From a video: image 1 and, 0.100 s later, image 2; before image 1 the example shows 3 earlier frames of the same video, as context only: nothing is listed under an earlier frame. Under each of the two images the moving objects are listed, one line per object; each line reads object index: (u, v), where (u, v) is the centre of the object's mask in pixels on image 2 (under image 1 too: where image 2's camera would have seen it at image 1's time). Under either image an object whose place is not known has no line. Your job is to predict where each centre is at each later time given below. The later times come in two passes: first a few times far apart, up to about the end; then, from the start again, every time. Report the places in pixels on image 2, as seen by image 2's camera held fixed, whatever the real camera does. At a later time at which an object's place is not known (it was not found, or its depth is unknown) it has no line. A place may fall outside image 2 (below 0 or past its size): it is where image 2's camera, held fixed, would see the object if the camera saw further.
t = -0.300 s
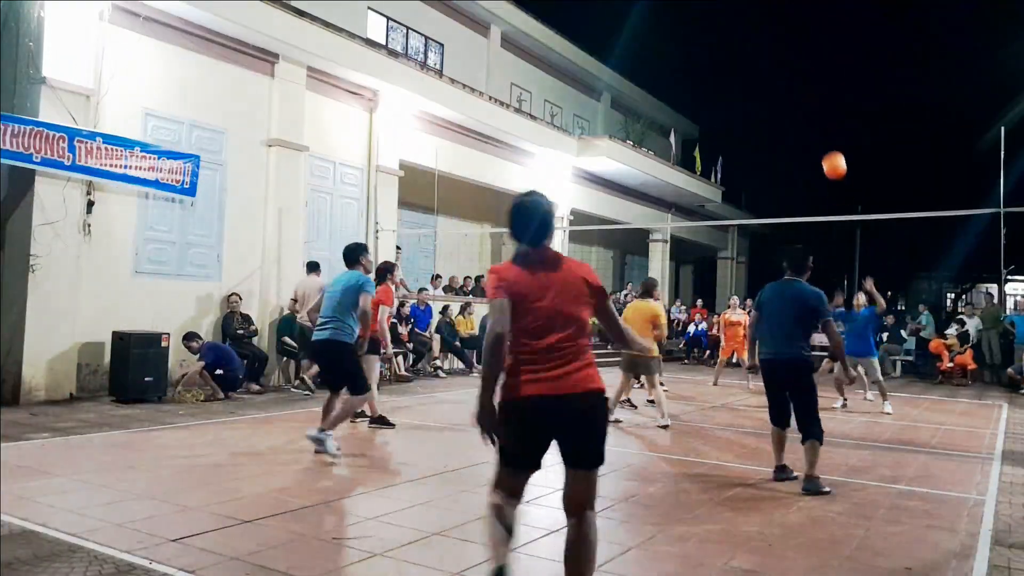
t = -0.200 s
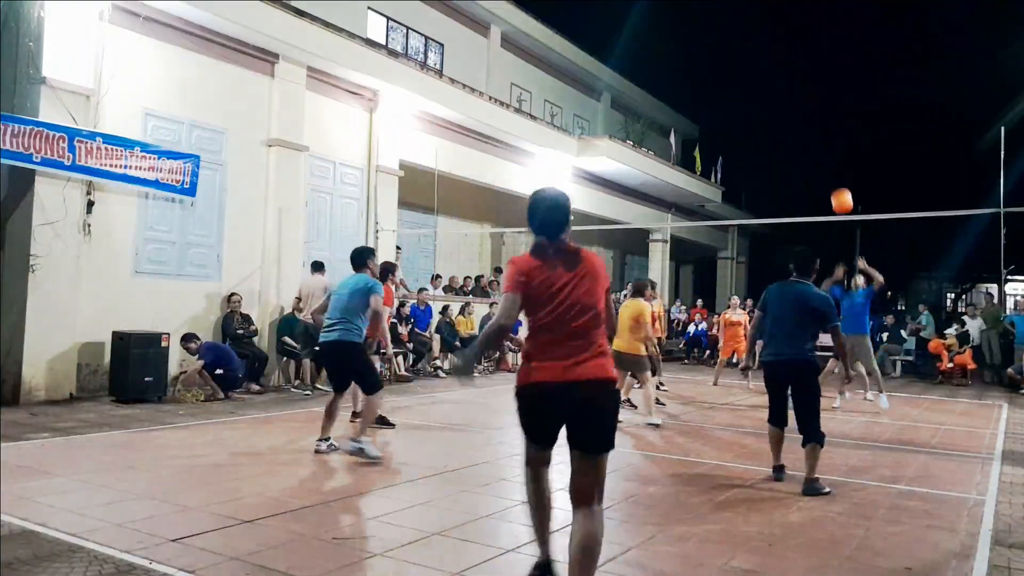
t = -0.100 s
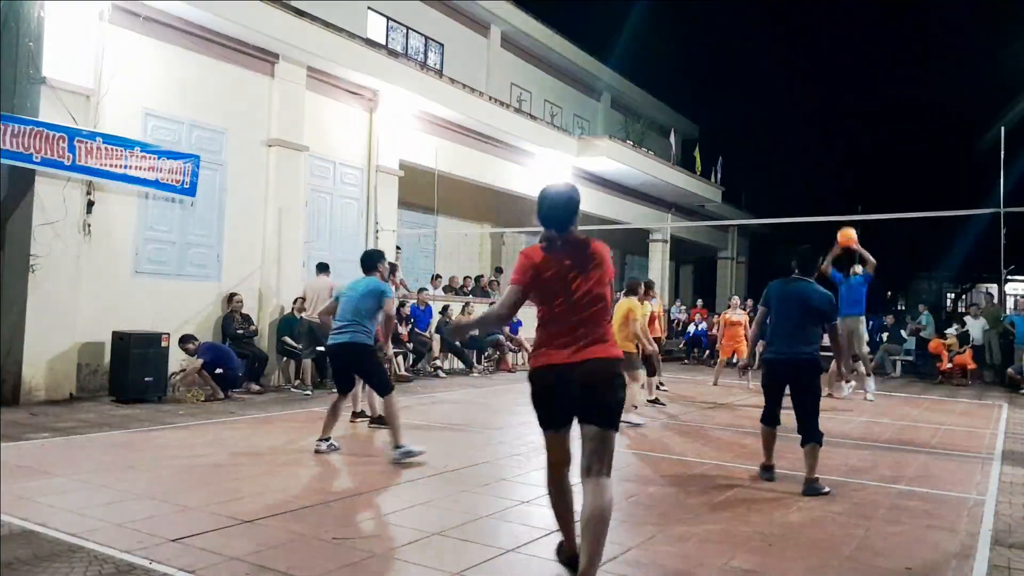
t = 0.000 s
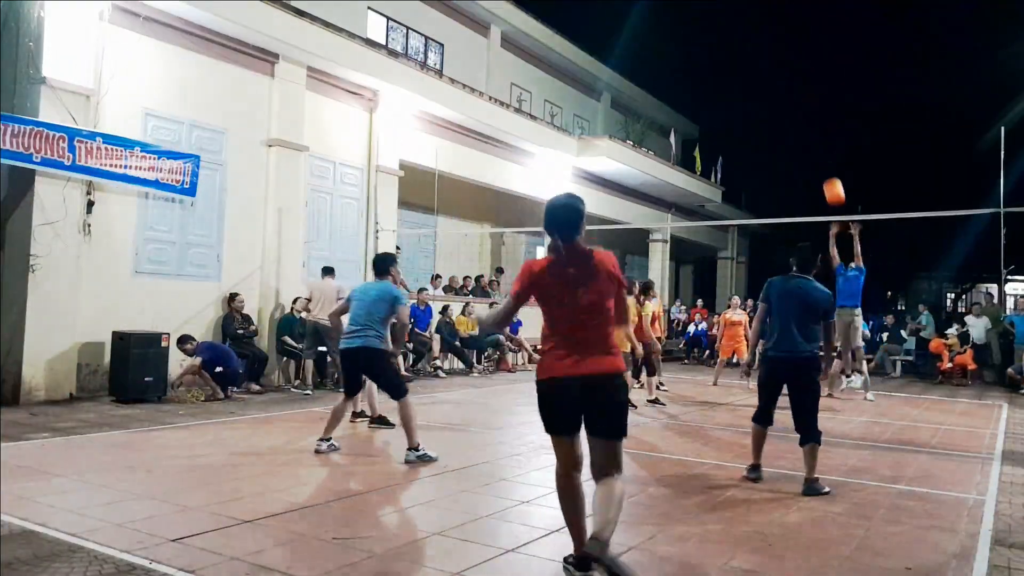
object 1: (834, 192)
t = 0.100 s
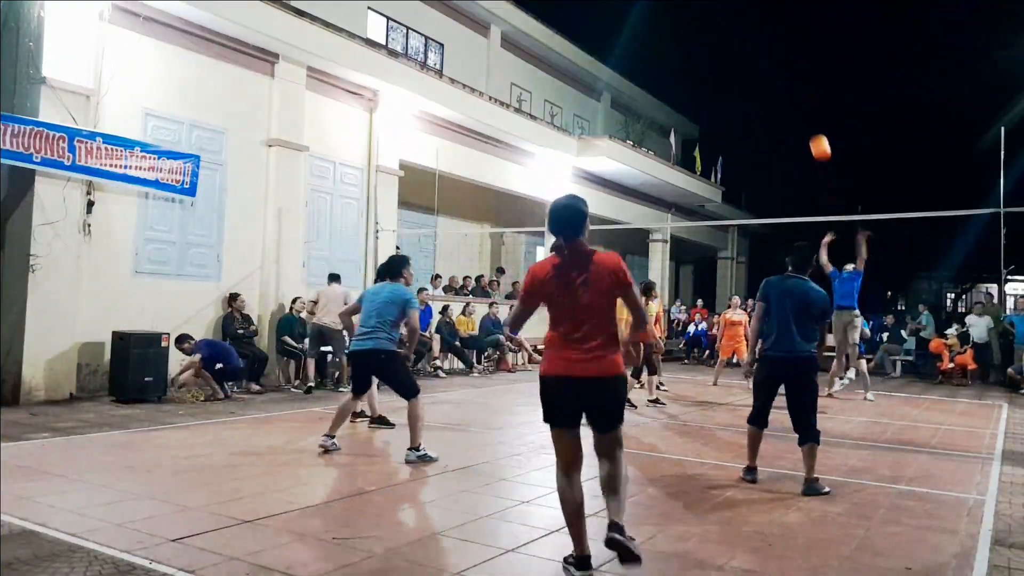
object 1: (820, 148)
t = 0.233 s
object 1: (804, 102)
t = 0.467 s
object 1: (776, 58)
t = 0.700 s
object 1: (750, 53)
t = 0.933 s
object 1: (724, 85)
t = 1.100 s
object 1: (707, 128)
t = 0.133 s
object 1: (816, 135)
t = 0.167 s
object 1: (812, 123)
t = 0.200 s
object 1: (808, 113)
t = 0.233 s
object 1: (804, 102)
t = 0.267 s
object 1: (800, 93)
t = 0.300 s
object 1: (796, 85)
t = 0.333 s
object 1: (792, 78)
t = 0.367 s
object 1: (788, 71)
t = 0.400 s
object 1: (784, 66)
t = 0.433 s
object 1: (780, 61)
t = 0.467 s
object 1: (776, 58)
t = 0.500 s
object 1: (772, 55)
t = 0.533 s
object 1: (768, 53)
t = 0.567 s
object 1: (765, 51)
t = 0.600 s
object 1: (761, 51)
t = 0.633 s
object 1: (757, 51)
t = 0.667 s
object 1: (754, 52)
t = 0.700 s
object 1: (750, 53)
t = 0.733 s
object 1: (746, 56)
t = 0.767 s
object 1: (743, 58)
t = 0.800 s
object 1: (739, 62)
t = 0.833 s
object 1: (735, 67)
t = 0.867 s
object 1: (732, 72)
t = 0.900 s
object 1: (728, 78)
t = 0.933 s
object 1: (724, 85)
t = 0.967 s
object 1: (721, 93)
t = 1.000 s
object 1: (718, 100)
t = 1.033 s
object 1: (714, 109)
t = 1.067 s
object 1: (711, 118)
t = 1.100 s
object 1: (707, 128)
